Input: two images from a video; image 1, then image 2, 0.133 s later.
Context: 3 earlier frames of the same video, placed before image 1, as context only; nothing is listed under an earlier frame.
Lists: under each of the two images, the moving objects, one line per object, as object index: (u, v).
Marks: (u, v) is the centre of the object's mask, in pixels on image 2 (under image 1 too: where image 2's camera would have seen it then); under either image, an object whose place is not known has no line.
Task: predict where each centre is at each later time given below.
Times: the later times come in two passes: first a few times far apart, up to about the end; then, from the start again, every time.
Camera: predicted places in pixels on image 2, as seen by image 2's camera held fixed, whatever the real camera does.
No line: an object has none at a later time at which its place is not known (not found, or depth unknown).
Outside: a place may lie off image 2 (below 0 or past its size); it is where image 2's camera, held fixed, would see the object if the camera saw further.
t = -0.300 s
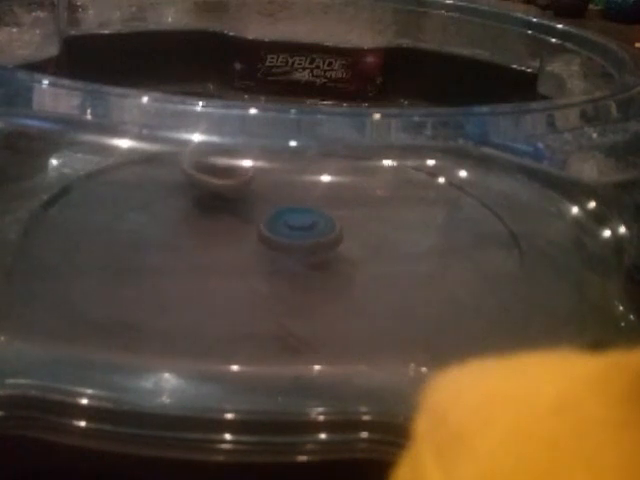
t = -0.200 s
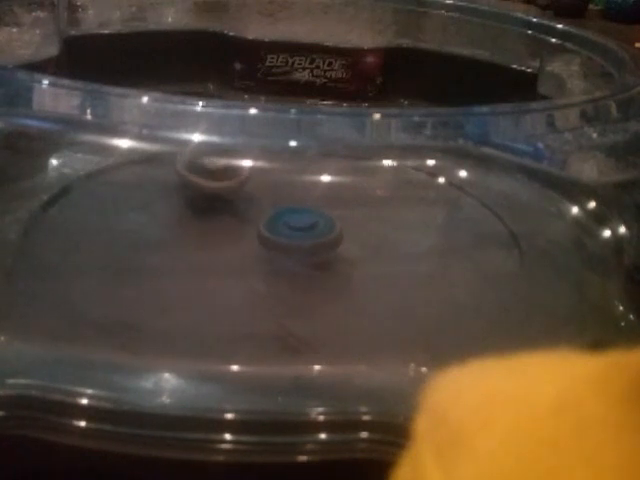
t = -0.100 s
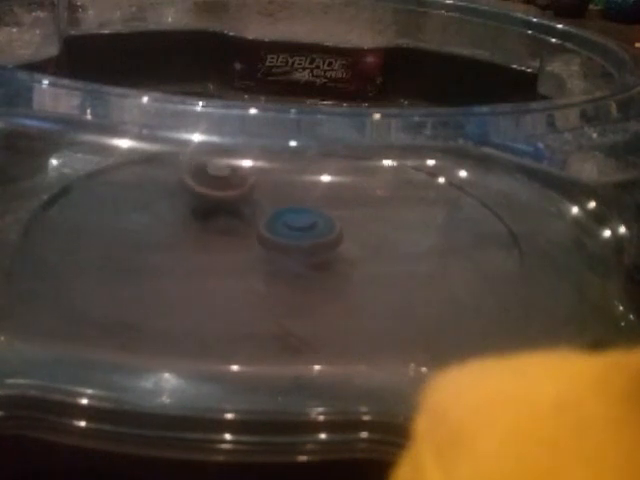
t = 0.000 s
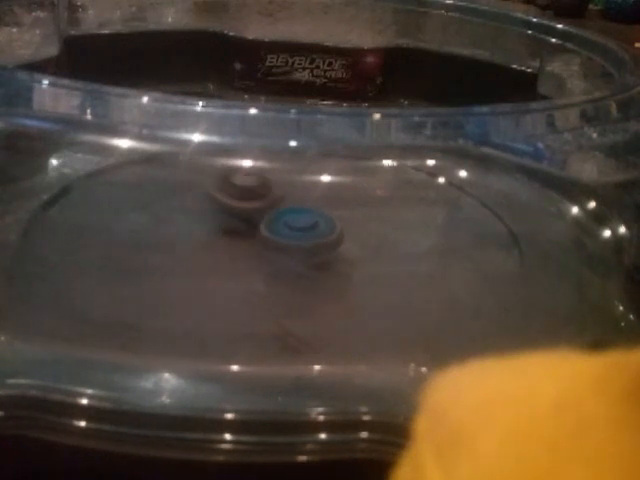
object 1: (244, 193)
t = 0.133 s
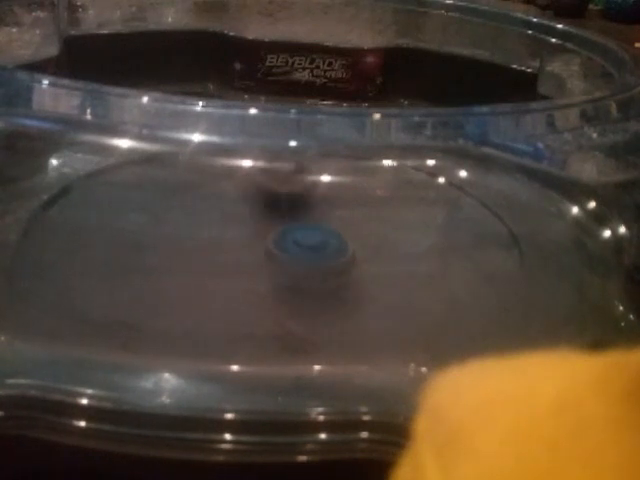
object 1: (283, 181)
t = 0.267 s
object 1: (281, 166)
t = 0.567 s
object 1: (277, 199)
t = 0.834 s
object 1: (371, 218)
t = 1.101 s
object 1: (401, 204)
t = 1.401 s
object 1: (381, 222)
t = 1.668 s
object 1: (380, 241)
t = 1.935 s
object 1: (375, 259)
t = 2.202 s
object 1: (348, 263)
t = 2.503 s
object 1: (304, 270)
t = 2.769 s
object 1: (247, 262)
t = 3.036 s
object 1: (207, 254)
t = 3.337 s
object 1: (199, 233)
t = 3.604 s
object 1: (197, 216)
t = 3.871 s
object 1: (214, 211)
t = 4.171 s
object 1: (255, 199)
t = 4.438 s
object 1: (283, 192)
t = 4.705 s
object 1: (308, 195)
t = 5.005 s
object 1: (316, 185)
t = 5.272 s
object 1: (341, 201)
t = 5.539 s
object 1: (346, 201)
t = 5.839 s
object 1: (342, 234)
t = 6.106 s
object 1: (374, 255)
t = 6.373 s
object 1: (378, 253)
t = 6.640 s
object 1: (367, 252)
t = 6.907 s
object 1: (328, 249)
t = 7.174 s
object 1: (295, 260)
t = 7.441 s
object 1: (265, 252)
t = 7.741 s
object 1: (228, 260)
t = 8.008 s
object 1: (245, 256)
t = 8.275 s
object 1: (246, 254)
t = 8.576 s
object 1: (255, 249)
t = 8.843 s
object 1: (256, 240)
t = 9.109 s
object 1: (234, 220)
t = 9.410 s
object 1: (226, 220)
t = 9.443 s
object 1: (226, 220)
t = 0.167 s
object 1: (288, 172)
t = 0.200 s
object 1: (290, 169)
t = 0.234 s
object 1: (287, 168)
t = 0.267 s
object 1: (281, 166)
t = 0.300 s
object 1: (272, 175)
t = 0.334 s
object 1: (267, 169)
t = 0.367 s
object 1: (261, 171)
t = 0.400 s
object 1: (254, 174)
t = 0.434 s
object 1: (252, 175)
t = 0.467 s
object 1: (253, 179)
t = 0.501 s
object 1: (256, 185)
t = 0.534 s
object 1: (266, 195)
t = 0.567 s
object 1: (277, 199)
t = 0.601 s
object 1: (292, 204)
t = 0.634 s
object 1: (312, 210)
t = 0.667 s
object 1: (328, 216)
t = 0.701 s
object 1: (340, 218)
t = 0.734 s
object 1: (355, 218)
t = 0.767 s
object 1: (360, 219)
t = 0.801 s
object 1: (366, 218)
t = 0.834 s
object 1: (371, 218)
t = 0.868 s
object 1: (378, 217)
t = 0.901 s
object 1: (387, 211)
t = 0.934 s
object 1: (393, 208)
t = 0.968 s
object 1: (398, 206)
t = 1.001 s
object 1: (401, 205)
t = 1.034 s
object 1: (402, 204)
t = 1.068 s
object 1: (402, 204)
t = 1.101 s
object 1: (401, 204)
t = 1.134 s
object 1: (401, 203)
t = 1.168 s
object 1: (400, 204)
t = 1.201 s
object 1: (397, 205)
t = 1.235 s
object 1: (394, 208)
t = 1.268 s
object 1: (390, 209)
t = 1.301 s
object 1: (386, 213)
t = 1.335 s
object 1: (380, 217)
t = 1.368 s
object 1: (377, 221)
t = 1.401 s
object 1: (381, 222)
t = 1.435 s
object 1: (384, 226)
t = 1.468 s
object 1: (385, 226)
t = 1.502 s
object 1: (385, 228)
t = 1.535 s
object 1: (384, 230)
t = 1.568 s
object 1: (383, 233)
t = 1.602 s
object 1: (382, 235)
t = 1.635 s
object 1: (381, 237)
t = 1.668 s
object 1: (380, 241)
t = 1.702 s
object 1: (379, 244)
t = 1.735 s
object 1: (378, 246)
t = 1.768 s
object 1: (378, 250)
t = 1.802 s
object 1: (377, 253)
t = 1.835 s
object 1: (377, 254)
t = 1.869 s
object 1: (376, 256)
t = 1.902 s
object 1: (376, 258)
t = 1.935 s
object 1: (375, 259)
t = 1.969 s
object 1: (373, 260)
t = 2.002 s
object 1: (371, 261)
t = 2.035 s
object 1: (368, 261)
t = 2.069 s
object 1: (365, 262)
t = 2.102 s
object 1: (361, 262)
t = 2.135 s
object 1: (356, 262)
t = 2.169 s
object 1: (353, 262)
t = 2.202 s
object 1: (348, 263)
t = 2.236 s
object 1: (343, 265)
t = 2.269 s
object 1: (339, 267)
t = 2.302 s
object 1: (335, 268)
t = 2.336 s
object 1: (329, 268)
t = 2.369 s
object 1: (323, 271)
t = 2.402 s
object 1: (318, 269)
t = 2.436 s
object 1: (313, 269)
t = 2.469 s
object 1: (308, 269)
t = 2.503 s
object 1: (304, 270)
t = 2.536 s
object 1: (297, 269)
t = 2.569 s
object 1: (292, 269)
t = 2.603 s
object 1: (286, 269)
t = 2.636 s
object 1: (279, 267)
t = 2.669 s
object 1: (269, 266)
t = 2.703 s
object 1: (261, 264)
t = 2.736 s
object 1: (255, 263)
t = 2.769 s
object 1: (247, 262)
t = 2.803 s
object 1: (238, 259)
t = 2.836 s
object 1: (233, 257)
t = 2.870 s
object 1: (229, 258)
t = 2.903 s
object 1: (225, 257)
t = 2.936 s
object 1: (220, 257)
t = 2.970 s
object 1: (215, 256)
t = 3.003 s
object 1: (211, 255)
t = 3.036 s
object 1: (207, 254)
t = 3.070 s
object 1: (205, 254)
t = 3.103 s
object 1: (202, 251)
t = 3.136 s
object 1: (200, 250)
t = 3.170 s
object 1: (199, 248)
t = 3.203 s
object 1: (199, 243)
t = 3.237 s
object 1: (200, 239)
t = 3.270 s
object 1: (199, 237)
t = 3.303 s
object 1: (199, 235)
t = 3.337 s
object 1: (199, 233)
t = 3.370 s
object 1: (201, 230)
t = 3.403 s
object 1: (201, 228)
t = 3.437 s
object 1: (198, 225)
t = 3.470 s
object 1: (196, 222)
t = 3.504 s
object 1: (195, 220)
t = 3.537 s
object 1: (196, 219)
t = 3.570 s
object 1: (196, 217)
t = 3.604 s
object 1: (197, 216)
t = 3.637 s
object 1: (196, 216)
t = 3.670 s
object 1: (199, 214)
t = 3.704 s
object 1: (200, 212)
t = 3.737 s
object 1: (202, 212)
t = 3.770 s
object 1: (204, 210)
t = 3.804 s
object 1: (208, 212)
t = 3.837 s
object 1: (210, 212)
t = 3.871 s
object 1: (214, 211)
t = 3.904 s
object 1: (219, 209)
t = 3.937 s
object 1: (223, 208)
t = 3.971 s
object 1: (227, 206)
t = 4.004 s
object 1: (232, 204)
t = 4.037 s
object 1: (236, 203)
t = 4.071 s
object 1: (241, 202)
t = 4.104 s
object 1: (245, 202)
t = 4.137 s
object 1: (251, 200)
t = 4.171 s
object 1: (255, 199)
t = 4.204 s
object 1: (259, 198)
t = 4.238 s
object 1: (264, 197)
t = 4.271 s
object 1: (268, 196)
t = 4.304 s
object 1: (270, 195)
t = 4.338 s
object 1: (274, 193)
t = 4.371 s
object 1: (277, 193)
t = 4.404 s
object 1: (279, 193)
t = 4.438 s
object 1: (283, 192)
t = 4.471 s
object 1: (287, 193)
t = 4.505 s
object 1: (290, 193)
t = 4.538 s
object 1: (294, 193)
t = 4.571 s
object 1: (297, 193)
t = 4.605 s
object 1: (299, 193)
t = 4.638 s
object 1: (302, 195)
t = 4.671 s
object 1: (305, 195)
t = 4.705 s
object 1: (308, 195)
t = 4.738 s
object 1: (316, 196)
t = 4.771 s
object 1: (321, 194)
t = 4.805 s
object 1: (324, 193)
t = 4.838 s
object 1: (325, 187)
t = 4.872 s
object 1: (325, 185)
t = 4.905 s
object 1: (323, 185)
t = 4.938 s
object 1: (321, 184)
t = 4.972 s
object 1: (319, 184)
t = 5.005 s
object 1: (316, 185)
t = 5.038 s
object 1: (313, 187)
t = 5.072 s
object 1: (311, 192)
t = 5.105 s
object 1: (309, 196)
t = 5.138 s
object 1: (308, 198)
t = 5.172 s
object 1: (309, 201)
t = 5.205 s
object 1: (311, 203)
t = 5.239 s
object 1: (330, 201)
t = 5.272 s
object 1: (341, 201)
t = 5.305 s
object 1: (346, 202)
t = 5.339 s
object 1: (348, 201)
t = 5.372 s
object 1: (348, 200)
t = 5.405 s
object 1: (349, 200)
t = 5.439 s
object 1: (348, 199)
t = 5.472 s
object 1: (347, 200)
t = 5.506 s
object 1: (347, 200)
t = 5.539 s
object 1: (346, 201)
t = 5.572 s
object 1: (343, 201)
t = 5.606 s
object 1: (341, 203)
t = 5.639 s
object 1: (339, 205)
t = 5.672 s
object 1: (336, 212)
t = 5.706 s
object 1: (334, 217)
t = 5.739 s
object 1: (335, 221)
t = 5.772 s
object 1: (337, 228)
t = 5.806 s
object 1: (339, 231)
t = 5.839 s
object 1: (342, 234)
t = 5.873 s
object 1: (345, 239)
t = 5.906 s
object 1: (349, 244)
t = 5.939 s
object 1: (353, 246)
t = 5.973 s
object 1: (357, 248)
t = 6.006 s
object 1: (362, 250)
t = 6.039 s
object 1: (365, 252)
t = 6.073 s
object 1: (370, 254)
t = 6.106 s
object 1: (374, 255)
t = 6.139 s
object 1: (378, 256)
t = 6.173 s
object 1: (380, 256)
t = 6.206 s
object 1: (380, 256)
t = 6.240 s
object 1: (381, 255)
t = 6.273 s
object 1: (380, 255)
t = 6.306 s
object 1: (380, 255)
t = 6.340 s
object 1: (379, 254)
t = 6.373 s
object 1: (378, 253)
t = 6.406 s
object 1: (376, 253)
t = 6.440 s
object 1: (372, 254)
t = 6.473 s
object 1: (374, 255)
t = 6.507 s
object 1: (375, 253)
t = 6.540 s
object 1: (376, 255)
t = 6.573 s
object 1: (375, 254)
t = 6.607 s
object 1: (373, 254)
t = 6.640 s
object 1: (367, 252)
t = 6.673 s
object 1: (359, 251)
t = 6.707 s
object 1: (356, 251)
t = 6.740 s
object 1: (354, 251)
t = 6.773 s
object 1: (352, 251)
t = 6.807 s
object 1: (348, 251)
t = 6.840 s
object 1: (343, 250)
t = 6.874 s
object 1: (336, 250)
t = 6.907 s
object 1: (328, 249)
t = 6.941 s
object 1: (324, 250)
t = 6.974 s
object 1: (320, 252)
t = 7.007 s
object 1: (316, 254)
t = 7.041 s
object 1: (312, 255)
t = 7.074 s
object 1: (306, 256)
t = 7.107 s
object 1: (303, 257)
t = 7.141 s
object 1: (299, 257)
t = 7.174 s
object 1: (295, 260)
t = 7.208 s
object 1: (292, 260)
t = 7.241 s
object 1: (288, 261)
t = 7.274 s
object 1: (284, 260)
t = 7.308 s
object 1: (281, 260)
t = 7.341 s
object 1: (278, 259)
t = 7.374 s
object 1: (274, 258)
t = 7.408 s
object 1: (269, 254)
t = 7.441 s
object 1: (265, 252)
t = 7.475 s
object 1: (261, 251)
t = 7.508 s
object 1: (257, 249)
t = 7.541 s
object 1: (254, 250)
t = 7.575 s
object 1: (250, 248)
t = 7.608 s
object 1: (241, 254)
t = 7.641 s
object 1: (235, 256)
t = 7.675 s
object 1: (231, 257)
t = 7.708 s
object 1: (229, 259)
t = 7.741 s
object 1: (228, 260)
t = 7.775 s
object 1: (229, 260)
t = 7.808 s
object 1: (229, 260)
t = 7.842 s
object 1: (230, 261)
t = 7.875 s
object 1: (231, 260)
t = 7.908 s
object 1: (232, 260)
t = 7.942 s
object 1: (236, 259)
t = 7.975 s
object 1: (240, 257)
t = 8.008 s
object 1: (245, 256)
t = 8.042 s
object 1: (251, 252)
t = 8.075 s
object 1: (252, 249)
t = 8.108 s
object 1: (252, 249)
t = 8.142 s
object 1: (251, 249)
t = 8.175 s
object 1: (251, 249)
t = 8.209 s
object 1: (251, 249)
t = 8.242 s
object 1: (247, 254)
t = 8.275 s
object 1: (246, 254)
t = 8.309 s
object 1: (247, 254)
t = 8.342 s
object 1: (248, 254)
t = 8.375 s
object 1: (250, 254)
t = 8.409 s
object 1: (252, 254)
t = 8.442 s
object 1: (254, 253)
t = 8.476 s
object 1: (259, 251)
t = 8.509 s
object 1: (264, 253)
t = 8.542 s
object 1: (261, 249)
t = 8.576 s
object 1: (255, 249)
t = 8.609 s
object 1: (254, 248)
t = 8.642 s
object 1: (254, 248)
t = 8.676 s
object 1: (255, 247)
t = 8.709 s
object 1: (256, 246)
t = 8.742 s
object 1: (257, 245)
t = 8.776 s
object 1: (258, 243)
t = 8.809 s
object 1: (258, 242)
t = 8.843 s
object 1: (256, 240)
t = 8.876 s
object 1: (254, 235)
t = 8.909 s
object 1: (252, 233)
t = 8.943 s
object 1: (250, 231)
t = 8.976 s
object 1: (247, 227)
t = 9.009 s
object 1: (244, 225)
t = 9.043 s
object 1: (241, 223)
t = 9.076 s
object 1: (237, 221)
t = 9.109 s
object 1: (234, 220)
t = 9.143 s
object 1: (232, 218)
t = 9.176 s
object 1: (230, 219)
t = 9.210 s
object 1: (229, 218)
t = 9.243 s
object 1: (229, 218)
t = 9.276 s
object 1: (228, 218)
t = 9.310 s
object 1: (228, 219)
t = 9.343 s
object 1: (227, 219)
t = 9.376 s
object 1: (228, 220)
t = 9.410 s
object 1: (226, 220)
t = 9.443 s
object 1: (226, 220)
